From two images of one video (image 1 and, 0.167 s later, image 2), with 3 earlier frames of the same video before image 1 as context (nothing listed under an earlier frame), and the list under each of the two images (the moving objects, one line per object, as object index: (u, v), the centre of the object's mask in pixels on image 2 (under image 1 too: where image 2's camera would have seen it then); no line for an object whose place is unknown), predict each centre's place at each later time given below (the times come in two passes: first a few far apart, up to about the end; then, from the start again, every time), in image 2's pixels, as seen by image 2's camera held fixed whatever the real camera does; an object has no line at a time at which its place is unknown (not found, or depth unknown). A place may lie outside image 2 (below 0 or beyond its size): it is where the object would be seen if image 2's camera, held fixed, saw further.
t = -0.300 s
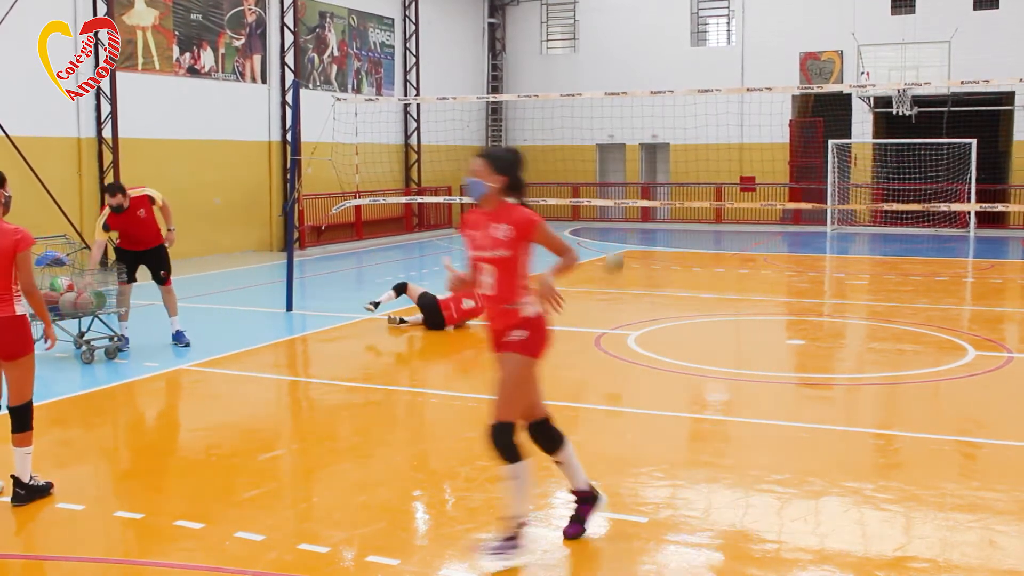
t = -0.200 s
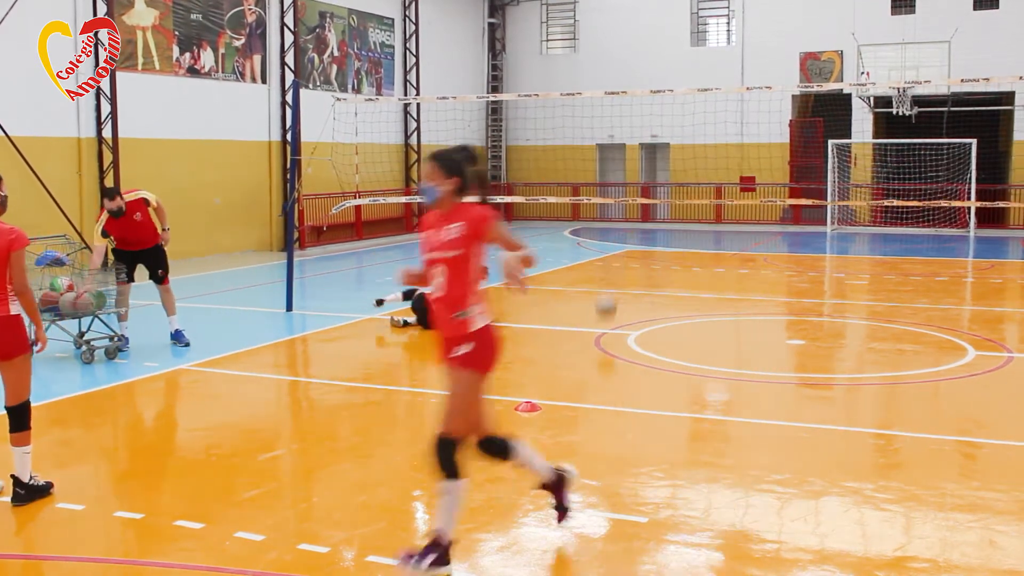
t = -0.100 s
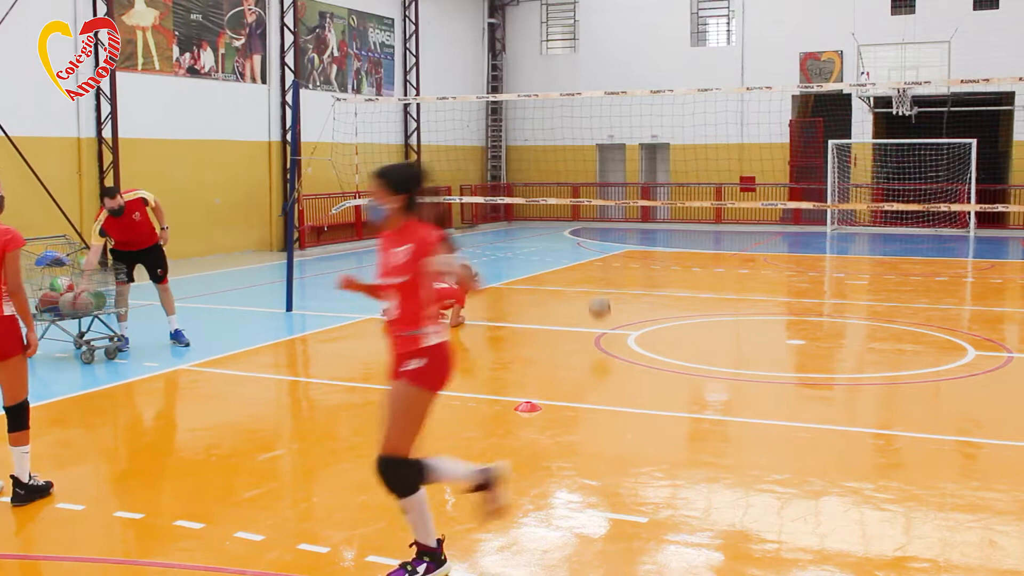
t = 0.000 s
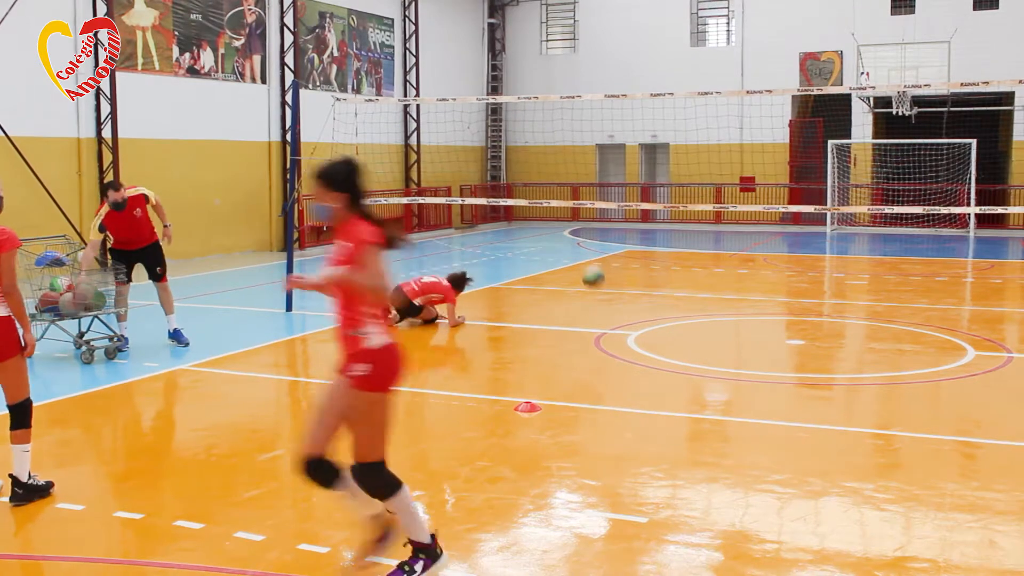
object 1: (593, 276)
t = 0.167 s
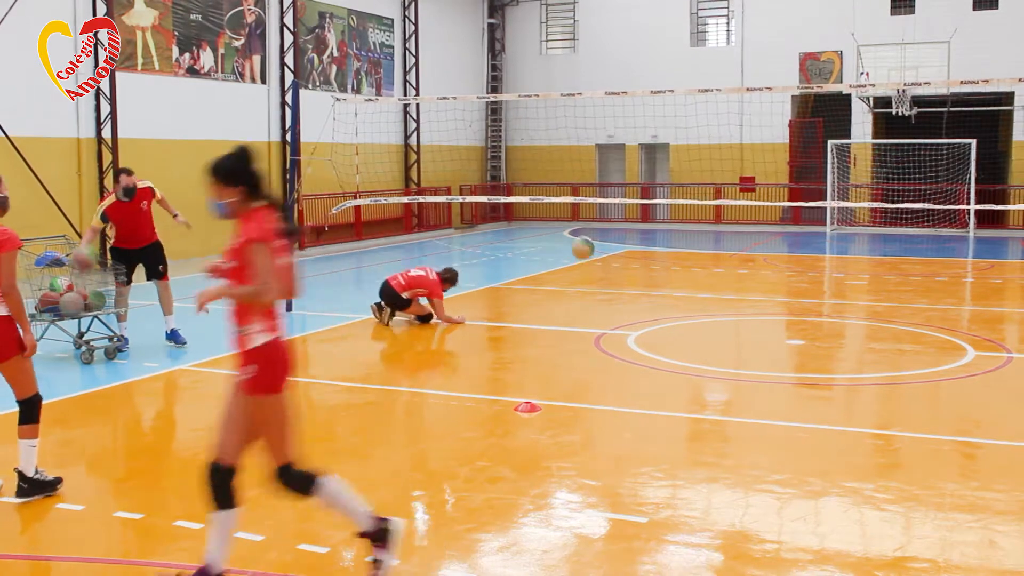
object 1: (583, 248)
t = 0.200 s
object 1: (581, 245)
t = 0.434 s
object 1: (566, 264)
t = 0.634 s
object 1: (554, 328)
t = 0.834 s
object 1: (541, 301)
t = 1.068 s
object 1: (527, 286)
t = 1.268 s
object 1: (516, 322)
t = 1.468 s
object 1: (504, 331)
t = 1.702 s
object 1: (491, 317)
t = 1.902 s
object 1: (480, 357)
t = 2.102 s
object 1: (468, 344)
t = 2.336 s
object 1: (456, 357)
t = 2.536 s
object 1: (444, 366)
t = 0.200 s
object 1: (581, 245)
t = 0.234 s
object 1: (579, 244)
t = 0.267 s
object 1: (576, 244)
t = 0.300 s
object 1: (574, 245)
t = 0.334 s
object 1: (572, 248)
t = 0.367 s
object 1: (571, 251)
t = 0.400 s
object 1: (568, 256)
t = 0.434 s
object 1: (566, 264)
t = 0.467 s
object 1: (564, 269)
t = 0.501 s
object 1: (562, 279)
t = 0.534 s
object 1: (559, 288)
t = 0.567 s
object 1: (557, 300)
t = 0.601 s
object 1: (555, 312)
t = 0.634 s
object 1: (554, 328)
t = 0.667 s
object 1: (551, 345)
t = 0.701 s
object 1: (549, 339)
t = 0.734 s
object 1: (547, 327)
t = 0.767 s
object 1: (545, 316)
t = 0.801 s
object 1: (543, 308)
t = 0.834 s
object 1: (541, 301)
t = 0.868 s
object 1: (539, 295)
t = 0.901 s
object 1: (537, 291)
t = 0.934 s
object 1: (535, 287)
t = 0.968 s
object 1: (533, 286)
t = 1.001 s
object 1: (531, 285)
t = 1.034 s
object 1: (529, 285)
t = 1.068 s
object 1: (527, 286)
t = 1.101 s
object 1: (525, 289)
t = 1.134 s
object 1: (524, 292)
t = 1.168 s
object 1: (522, 298)
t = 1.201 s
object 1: (519, 305)
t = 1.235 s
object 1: (517, 312)
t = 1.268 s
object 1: (516, 322)
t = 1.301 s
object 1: (514, 335)
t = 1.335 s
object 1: (512, 346)
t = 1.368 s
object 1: (509, 359)
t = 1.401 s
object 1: (508, 350)
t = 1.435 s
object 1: (506, 339)
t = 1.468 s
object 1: (504, 331)
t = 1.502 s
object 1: (502, 326)
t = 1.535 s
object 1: (500, 322)
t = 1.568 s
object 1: (498, 318)
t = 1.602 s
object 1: (496, 316)
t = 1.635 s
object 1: (495, 316)
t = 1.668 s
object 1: (493, 316)
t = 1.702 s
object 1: (491, 317)
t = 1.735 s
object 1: (489, 320)
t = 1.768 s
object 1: (487, 325)
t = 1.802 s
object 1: (485, 331)
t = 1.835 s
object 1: (483, 338)
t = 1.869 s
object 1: (481, 347)
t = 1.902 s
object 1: (480, 357)
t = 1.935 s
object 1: (478, 371)
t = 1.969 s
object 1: (476, 368)
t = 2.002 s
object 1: (474, 360)
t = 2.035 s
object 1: (472, 354)
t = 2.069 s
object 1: (470, 348)
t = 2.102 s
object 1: (468, 344)
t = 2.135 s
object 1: (467, 342)
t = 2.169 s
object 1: (465, 341)
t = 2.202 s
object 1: (463, 341)
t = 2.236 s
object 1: (461, 343)
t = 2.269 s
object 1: (459, 346)
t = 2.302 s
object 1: (457, 351)
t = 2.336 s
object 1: (456, 357)
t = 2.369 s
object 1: (454, 366)
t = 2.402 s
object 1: (452, 375)
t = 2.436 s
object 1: (450, 384)
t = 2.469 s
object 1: (448, 377)
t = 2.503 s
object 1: (446, 372)
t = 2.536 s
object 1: (444, 366)
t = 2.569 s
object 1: (442, 364)
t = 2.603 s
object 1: (441, 362)
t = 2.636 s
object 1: (439, 362)
